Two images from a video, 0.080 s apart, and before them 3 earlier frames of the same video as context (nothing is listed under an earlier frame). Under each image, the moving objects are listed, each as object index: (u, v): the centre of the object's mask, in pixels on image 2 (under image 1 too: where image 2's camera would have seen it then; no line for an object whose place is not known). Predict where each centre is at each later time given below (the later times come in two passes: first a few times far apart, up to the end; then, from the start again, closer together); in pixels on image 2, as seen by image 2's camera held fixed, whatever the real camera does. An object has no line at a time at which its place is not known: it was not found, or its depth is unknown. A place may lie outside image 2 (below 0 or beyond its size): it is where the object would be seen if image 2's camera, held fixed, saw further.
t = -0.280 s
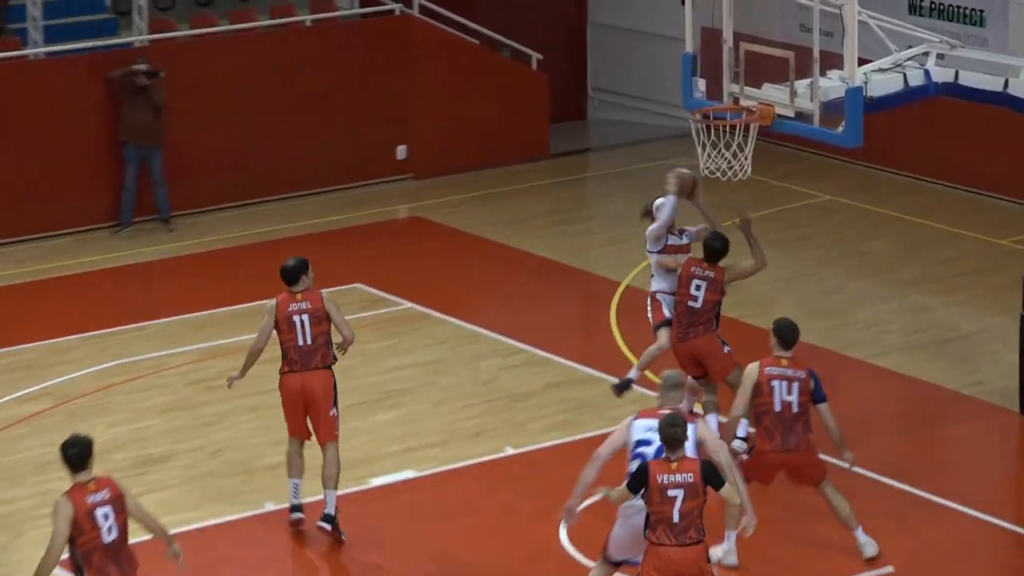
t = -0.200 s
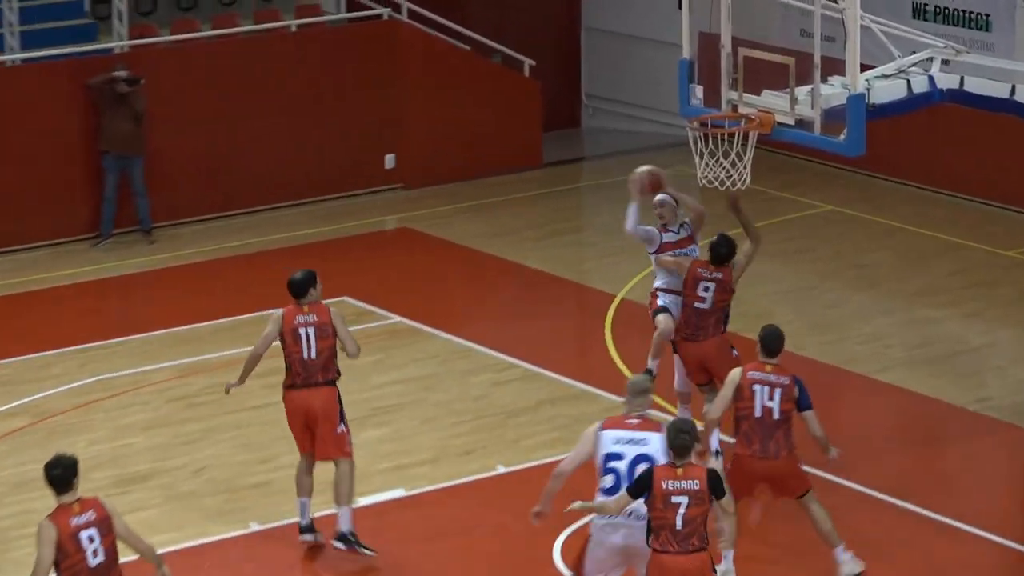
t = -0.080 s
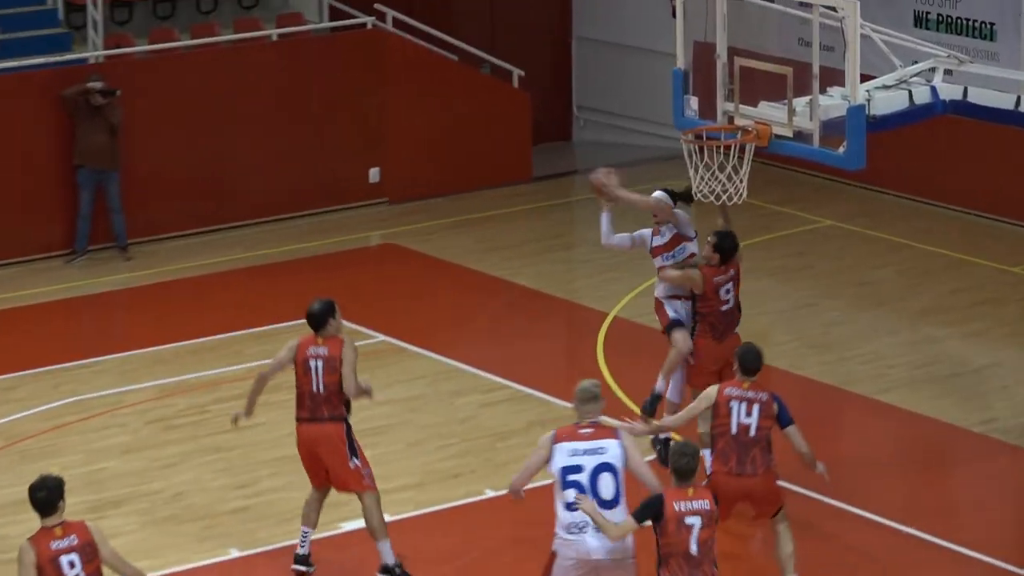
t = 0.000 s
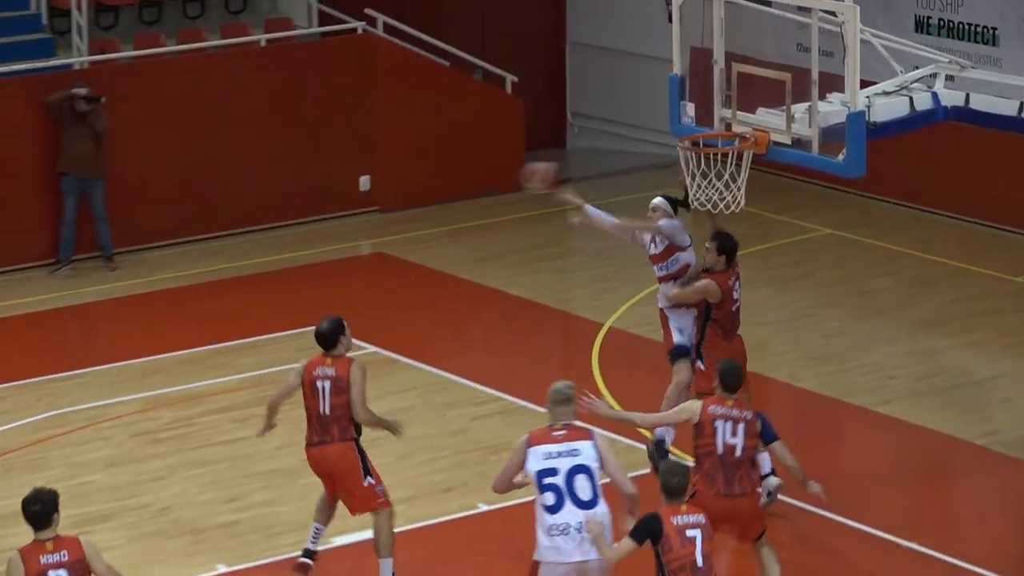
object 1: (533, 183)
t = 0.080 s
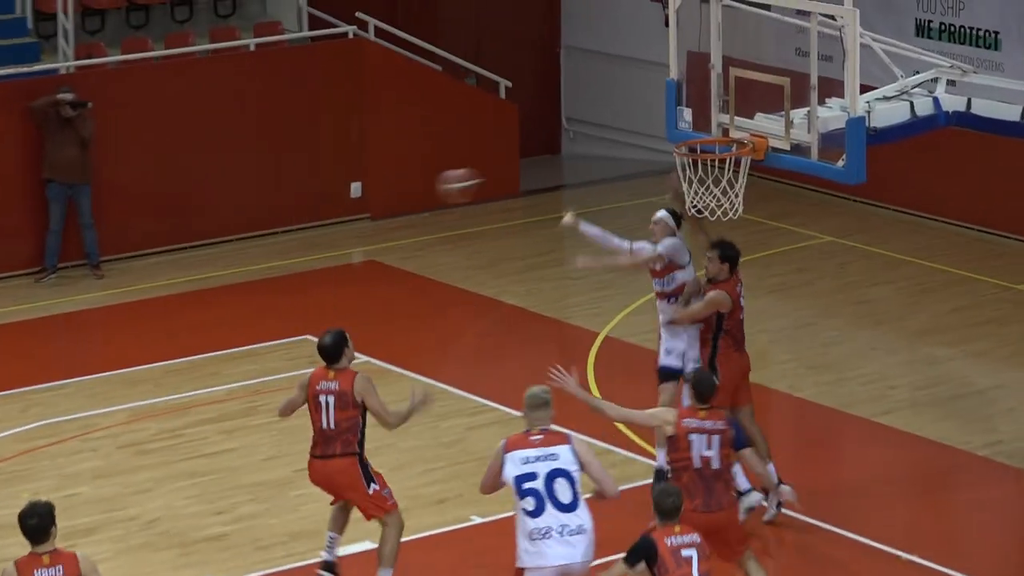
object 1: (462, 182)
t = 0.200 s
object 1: (343, 202)
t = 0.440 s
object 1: (126, 296)
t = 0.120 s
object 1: (422, 185)
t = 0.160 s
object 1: (382, 194)
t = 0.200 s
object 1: (343, 202)
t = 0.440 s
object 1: (126, 296)
